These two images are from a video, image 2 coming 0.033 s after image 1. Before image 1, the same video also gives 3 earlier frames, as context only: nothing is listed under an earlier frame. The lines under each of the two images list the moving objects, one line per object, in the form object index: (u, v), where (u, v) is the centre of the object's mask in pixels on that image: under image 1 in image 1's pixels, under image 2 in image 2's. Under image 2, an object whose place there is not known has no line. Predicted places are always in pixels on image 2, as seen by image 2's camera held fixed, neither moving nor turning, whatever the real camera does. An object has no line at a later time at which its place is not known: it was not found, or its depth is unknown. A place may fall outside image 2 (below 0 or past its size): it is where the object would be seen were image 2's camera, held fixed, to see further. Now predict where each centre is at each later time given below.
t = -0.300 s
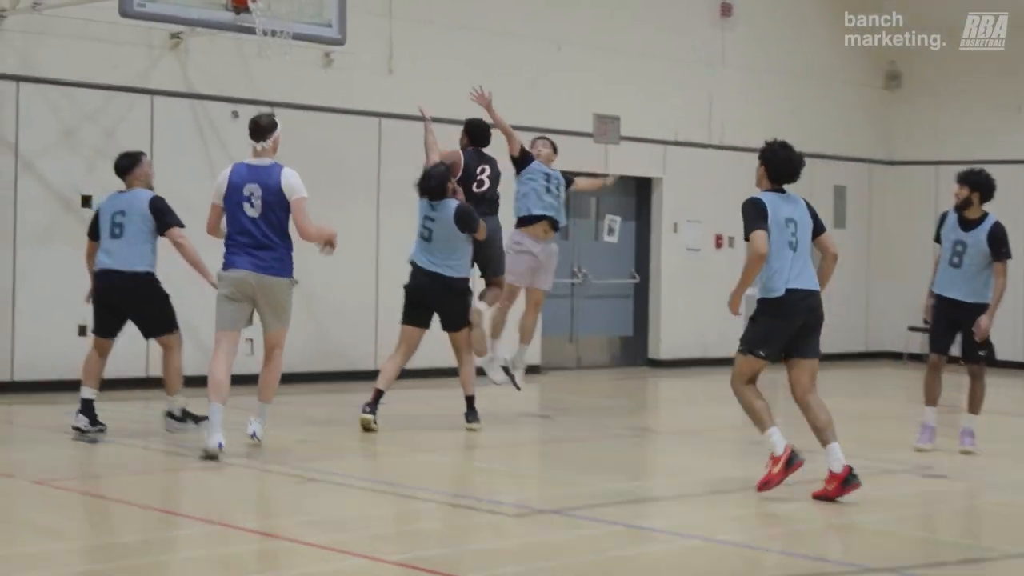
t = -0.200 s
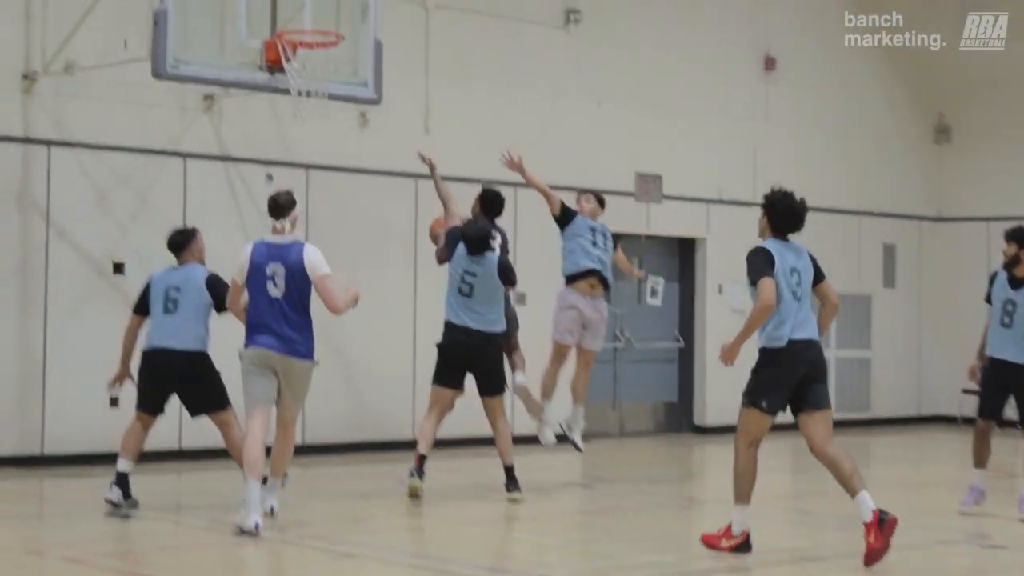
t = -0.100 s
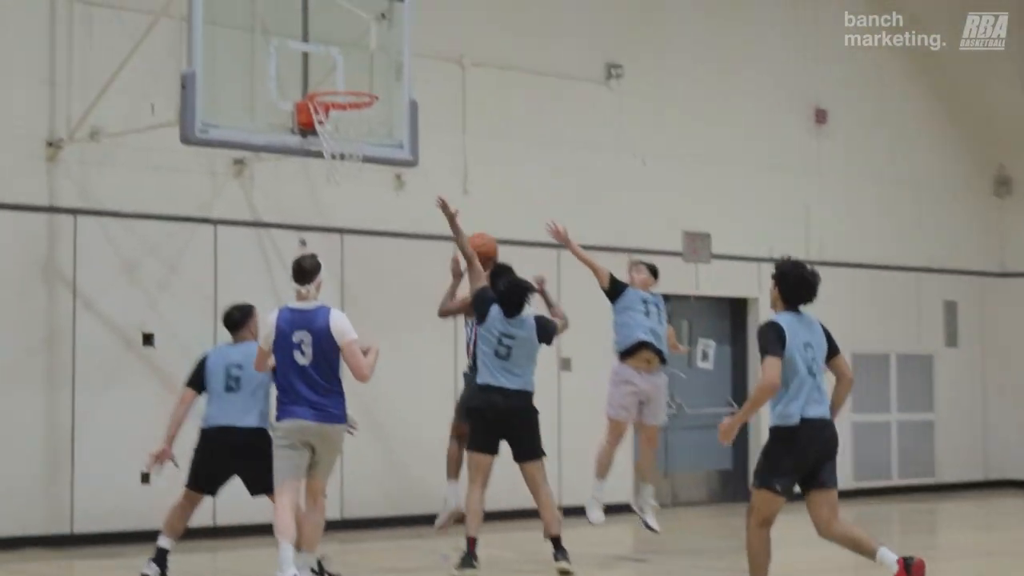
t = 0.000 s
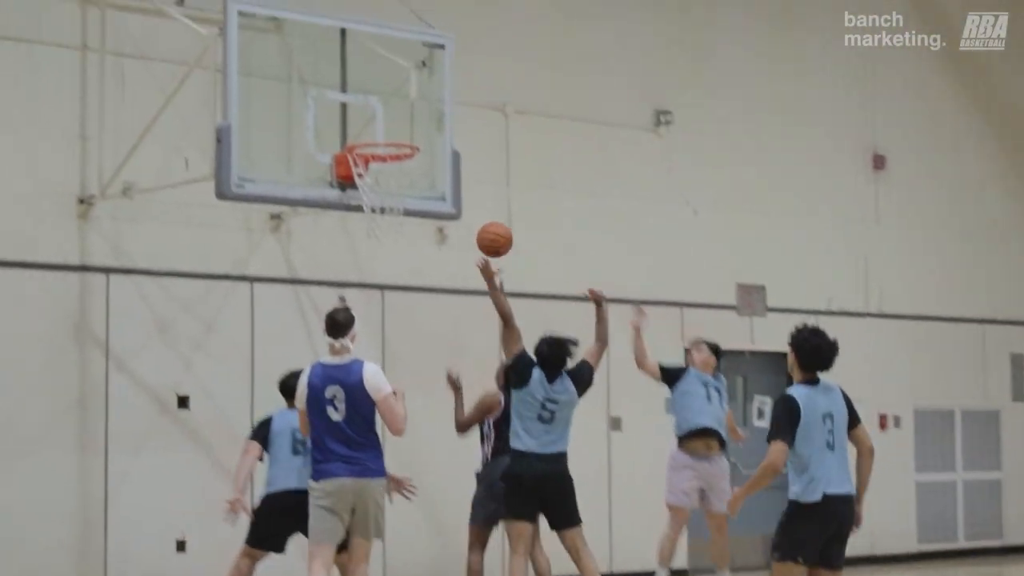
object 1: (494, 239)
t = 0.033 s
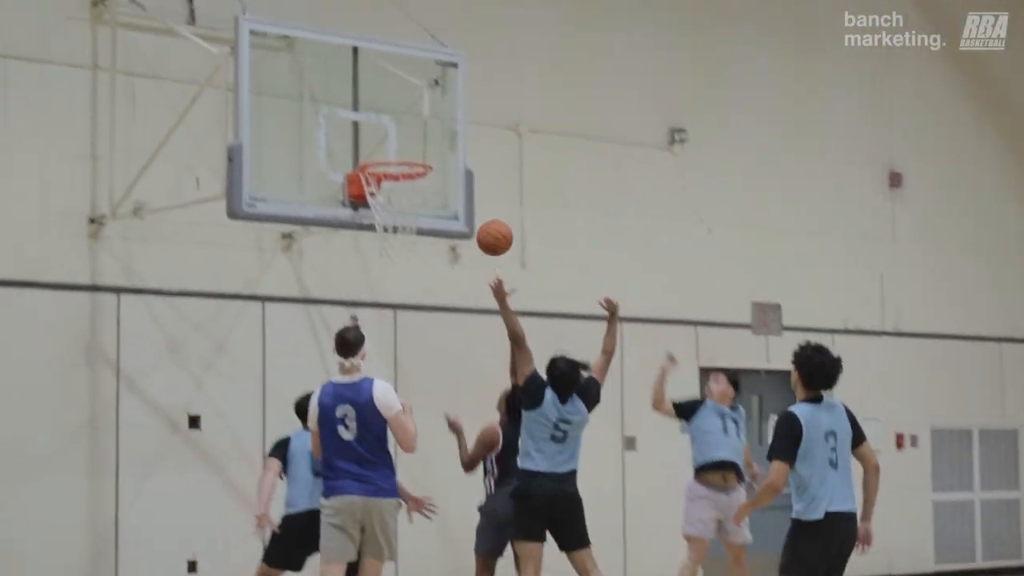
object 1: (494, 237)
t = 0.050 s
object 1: (488, 227)
